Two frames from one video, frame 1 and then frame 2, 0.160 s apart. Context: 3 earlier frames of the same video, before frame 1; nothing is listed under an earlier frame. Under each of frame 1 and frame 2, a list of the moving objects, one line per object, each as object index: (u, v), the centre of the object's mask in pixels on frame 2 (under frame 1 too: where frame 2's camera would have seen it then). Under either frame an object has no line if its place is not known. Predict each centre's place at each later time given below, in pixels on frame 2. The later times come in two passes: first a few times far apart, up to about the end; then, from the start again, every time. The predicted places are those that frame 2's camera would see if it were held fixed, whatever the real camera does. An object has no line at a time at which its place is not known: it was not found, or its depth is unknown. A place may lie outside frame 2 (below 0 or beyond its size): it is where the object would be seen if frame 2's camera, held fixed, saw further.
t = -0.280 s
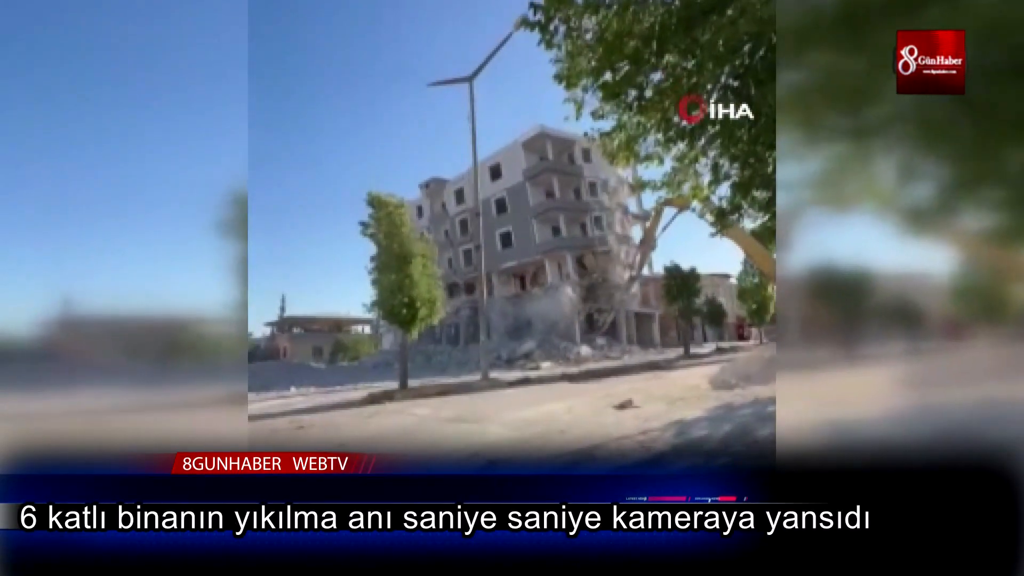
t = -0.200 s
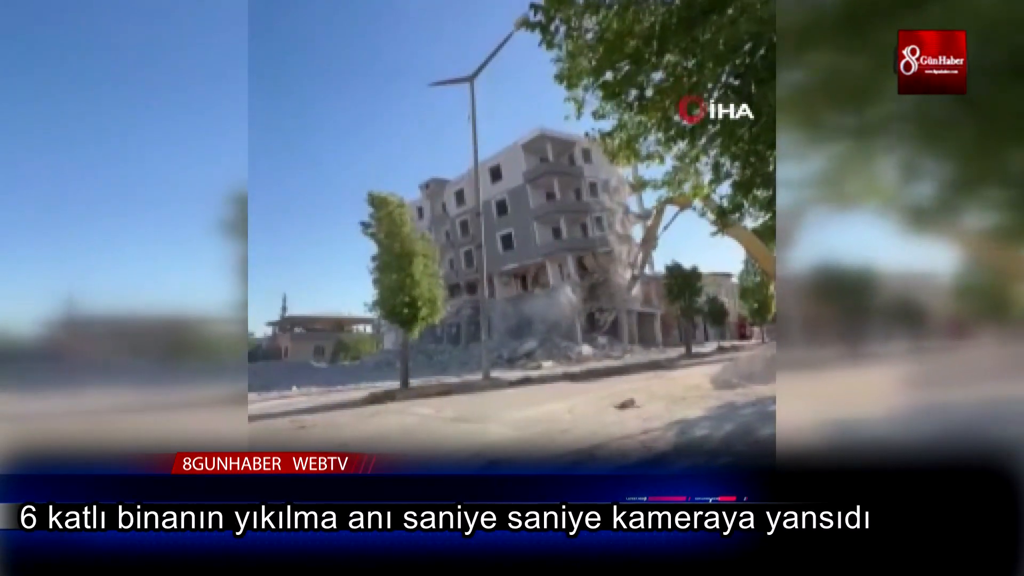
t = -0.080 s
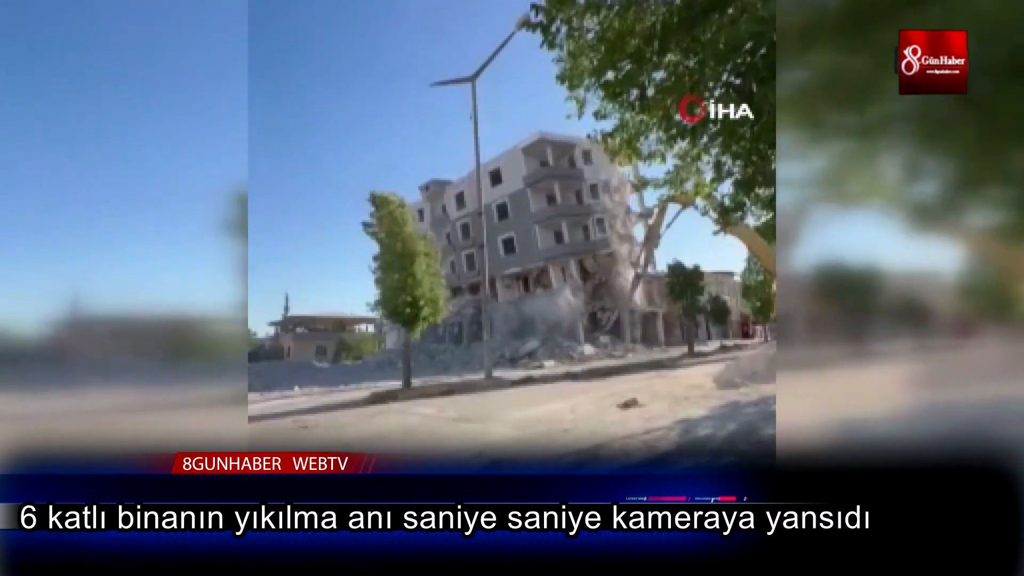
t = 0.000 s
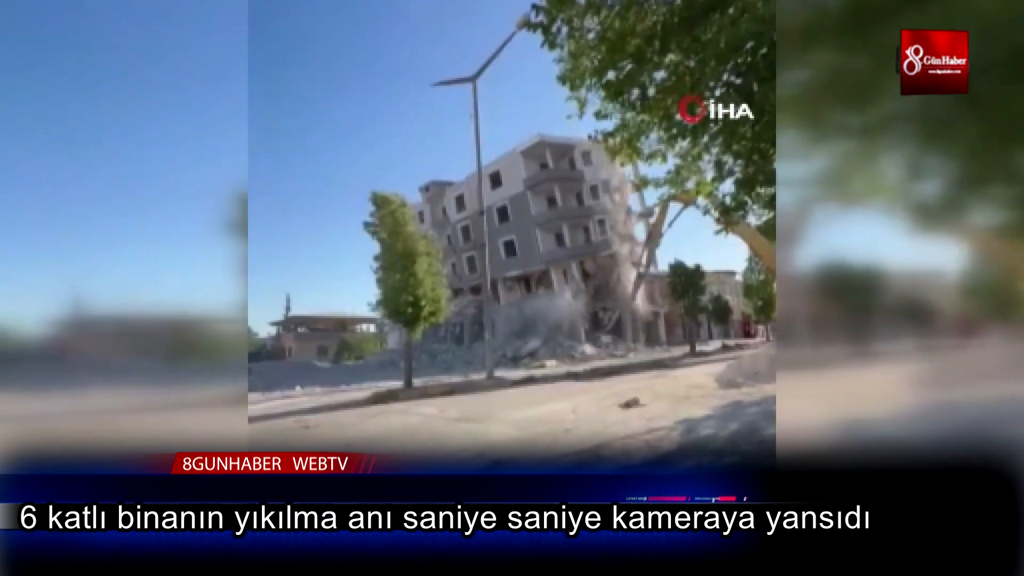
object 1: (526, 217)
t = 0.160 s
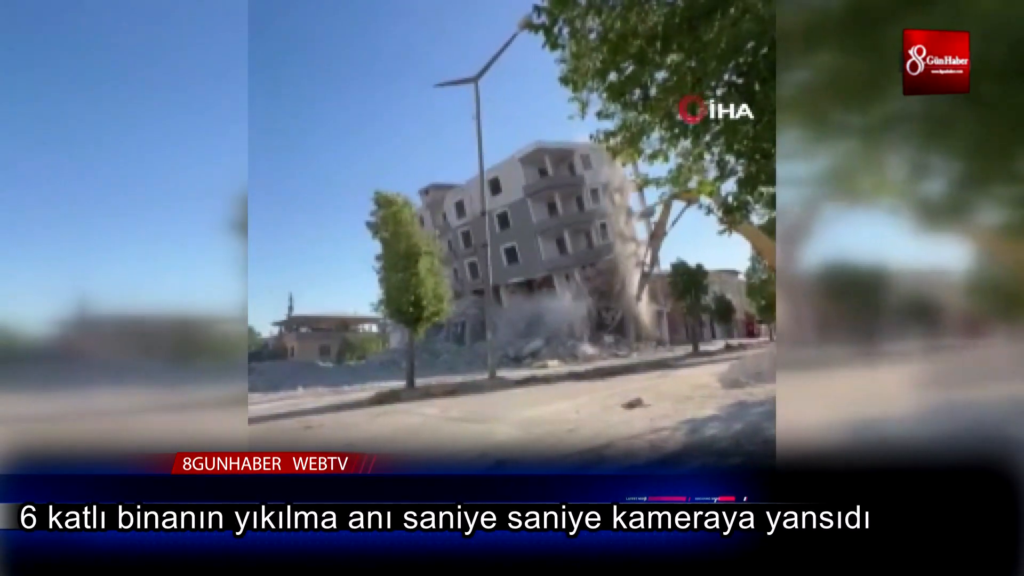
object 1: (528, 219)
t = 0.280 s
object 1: (530, 222)
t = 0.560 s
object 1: (535, 230)
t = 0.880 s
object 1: (542, 232)
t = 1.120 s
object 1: (555, 222)
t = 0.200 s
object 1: (529, 220)
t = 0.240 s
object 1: (530, 221)
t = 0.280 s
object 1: (530, 222)
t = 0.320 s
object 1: (531, 223)
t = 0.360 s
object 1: (532, 224)
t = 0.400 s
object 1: (533, 225)
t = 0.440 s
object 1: (533, 226)
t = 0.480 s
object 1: (536, 227)
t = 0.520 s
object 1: (535, 229)
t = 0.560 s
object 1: (535, 230)
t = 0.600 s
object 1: (536, 229)
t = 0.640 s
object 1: (537, 229)
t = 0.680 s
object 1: (537, 230)
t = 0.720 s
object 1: (538, 232)
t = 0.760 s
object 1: (539, 232)
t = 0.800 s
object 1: (540, 232)
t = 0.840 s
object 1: (540, 233)
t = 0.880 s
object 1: (542, 232)
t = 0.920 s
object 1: (545, 231)
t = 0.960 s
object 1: (546, 230)
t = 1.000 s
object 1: (548, 228)
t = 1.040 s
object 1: (549, 227)
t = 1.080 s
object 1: (551, 225)
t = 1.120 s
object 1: (555, 222)
